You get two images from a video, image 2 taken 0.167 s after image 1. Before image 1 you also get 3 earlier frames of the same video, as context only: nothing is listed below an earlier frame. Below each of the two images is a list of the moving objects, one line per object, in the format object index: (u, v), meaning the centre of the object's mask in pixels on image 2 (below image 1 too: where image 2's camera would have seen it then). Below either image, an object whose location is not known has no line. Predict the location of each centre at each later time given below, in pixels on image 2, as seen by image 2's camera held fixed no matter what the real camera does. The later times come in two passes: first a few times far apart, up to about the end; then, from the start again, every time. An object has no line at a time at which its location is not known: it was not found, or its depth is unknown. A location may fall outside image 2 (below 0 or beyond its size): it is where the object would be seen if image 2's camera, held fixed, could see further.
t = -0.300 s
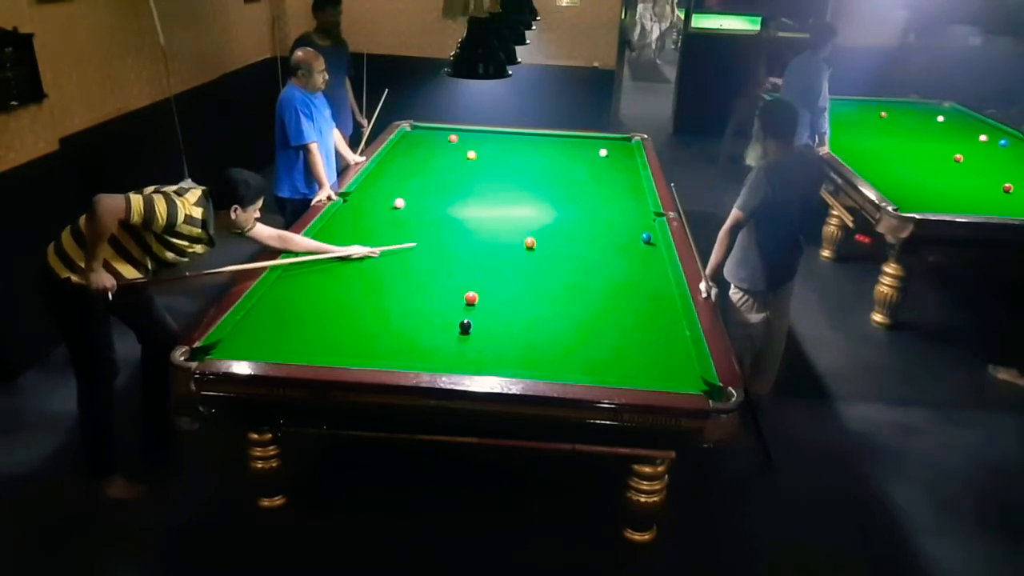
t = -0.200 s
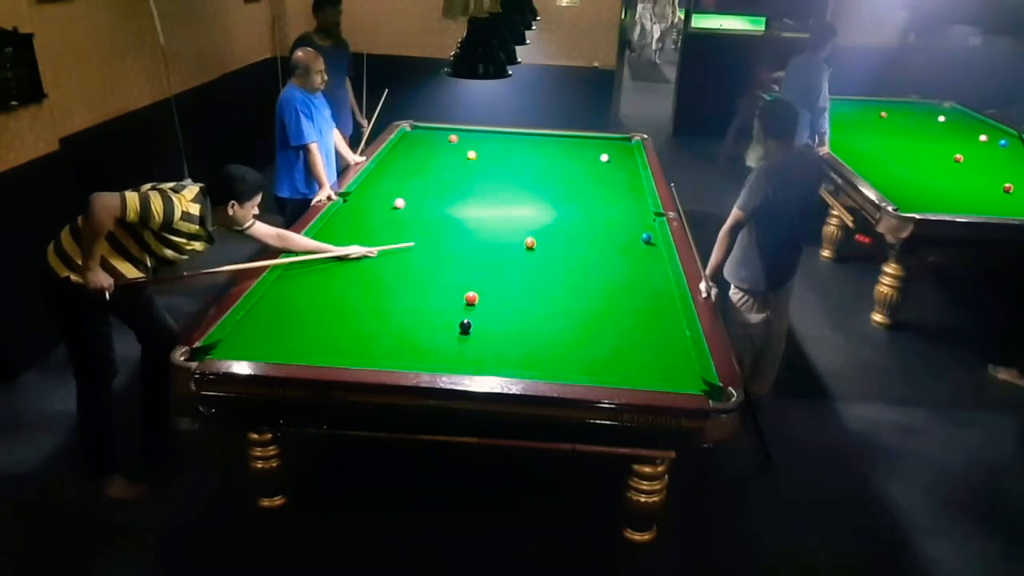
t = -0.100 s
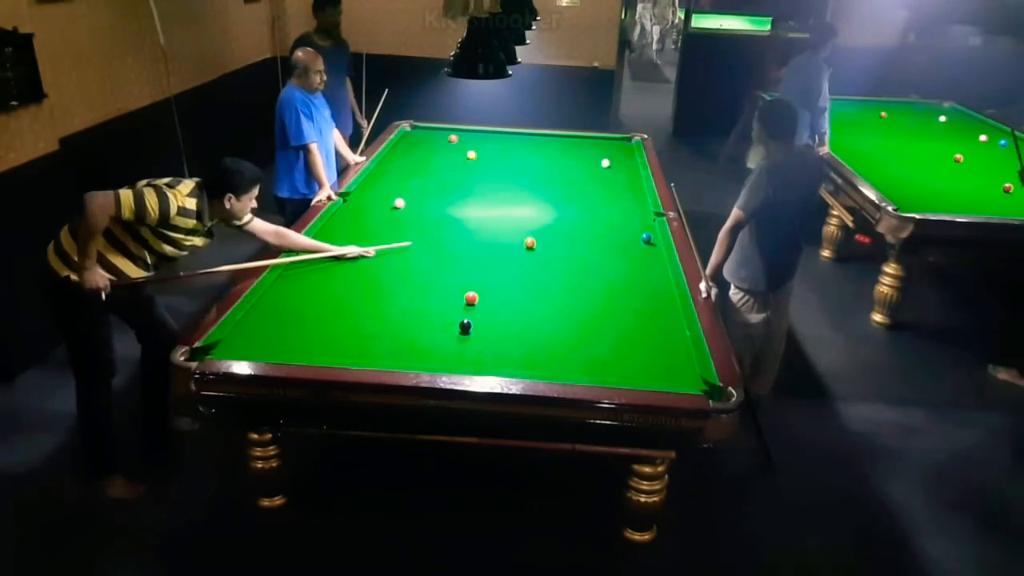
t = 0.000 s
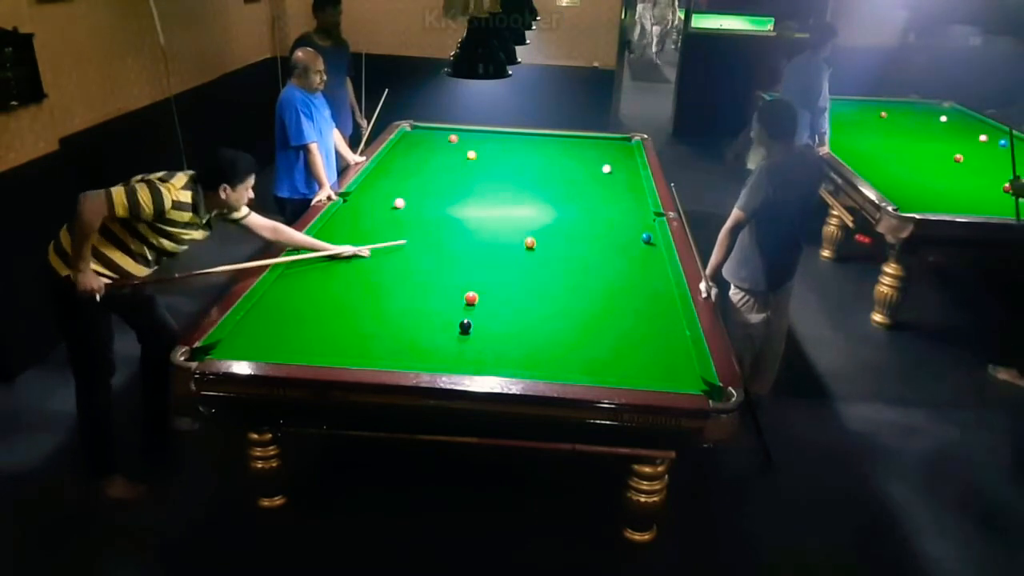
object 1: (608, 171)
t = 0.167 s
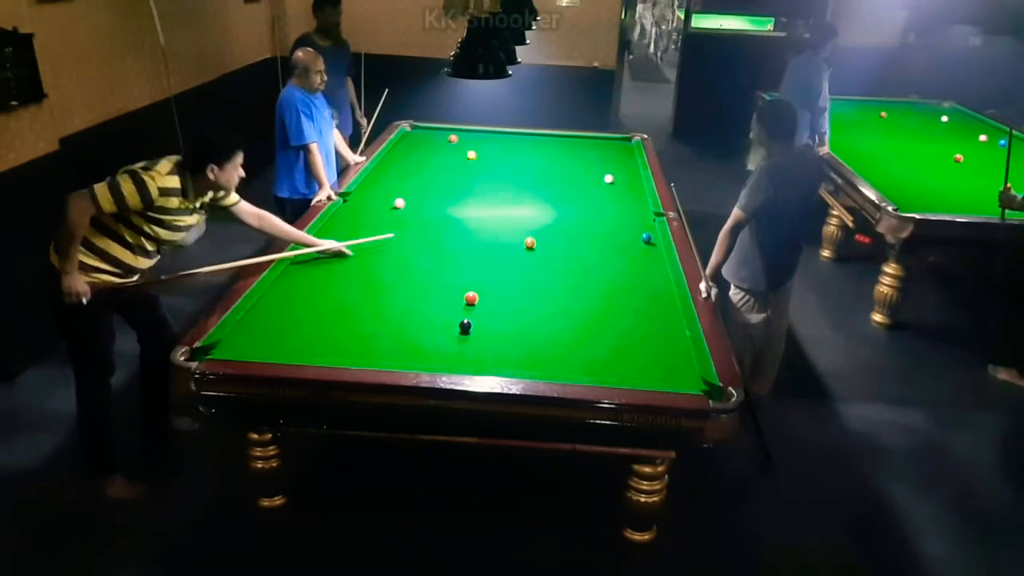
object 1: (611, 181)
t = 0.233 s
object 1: (611, 185)
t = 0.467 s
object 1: (613, 199)
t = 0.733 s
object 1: (617, 218)
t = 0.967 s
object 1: (621, 239)
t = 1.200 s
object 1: (625, 259)
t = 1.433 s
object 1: (629, 281)
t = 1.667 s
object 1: (634, 306)
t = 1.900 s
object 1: (641, 335)
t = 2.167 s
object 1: (648, 371)
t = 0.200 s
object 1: (611, 183)
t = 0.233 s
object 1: (611, 185)
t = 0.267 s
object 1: (612, 187)
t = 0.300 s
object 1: (612, 189)
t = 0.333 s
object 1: (612, 191)
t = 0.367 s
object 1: (612, 193)
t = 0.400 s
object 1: (613, 195)
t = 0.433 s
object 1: (613, 197)
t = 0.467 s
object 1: (613, 199)
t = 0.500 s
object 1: (614, 201)
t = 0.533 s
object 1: (614, 203)
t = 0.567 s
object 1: (615, 206)
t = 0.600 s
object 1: (615, 208)
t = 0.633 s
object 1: (616, 211)
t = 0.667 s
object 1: (616, 213)
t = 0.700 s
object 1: (617, 215)
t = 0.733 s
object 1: (617, 218)
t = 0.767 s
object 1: (618, 220)
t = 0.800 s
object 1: (619, 226)
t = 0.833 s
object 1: (620, 228)
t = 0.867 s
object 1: (620, 231)
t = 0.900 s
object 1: (620, 233)
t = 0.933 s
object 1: (620, 236)
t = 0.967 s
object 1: (621, 239)
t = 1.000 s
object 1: (622, 241)
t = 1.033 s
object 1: (622, 245)
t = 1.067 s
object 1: (623, 247)
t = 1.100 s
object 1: (623, 250)
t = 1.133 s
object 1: (624, 253)
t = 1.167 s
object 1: (624, 256)
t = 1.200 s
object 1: (625, 259)
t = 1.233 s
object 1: (626, 262)
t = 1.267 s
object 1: (626, 265)
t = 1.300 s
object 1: (627, 268)
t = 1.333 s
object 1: (628, 272)
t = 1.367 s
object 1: (628, 275)
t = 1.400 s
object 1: (629, 278)
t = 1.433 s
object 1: (629, 281)
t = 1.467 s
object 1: (630, 285)
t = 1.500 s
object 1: (631, 288)
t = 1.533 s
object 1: (632, 292)
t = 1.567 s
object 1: (633, 295)
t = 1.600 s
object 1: (633, 299)
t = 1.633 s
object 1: (634, 303)
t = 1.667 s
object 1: (634, 306)
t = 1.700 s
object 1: (636, 310)
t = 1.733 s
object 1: (637, 315)
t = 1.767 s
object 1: (638, 318)
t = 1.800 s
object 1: (638, 322)
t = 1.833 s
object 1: (639, 326)
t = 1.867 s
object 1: (640, 331)
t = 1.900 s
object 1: (641, 335)
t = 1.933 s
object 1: (642, 339)
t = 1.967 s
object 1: (643, 344)
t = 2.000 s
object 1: (643, 348)
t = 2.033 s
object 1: (644, 352)
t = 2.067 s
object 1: (645, 357)
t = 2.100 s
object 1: (646, 361)
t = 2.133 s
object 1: (647, 366)
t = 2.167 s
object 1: (648, 371)
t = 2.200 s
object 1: (648, 374)
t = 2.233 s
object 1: (649, 377)
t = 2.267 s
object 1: (648, 374)
